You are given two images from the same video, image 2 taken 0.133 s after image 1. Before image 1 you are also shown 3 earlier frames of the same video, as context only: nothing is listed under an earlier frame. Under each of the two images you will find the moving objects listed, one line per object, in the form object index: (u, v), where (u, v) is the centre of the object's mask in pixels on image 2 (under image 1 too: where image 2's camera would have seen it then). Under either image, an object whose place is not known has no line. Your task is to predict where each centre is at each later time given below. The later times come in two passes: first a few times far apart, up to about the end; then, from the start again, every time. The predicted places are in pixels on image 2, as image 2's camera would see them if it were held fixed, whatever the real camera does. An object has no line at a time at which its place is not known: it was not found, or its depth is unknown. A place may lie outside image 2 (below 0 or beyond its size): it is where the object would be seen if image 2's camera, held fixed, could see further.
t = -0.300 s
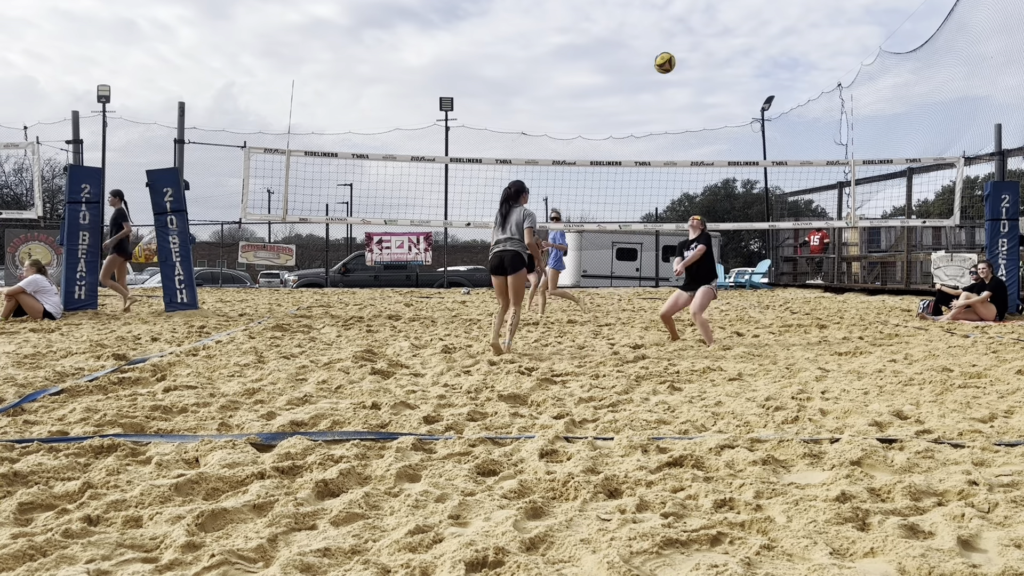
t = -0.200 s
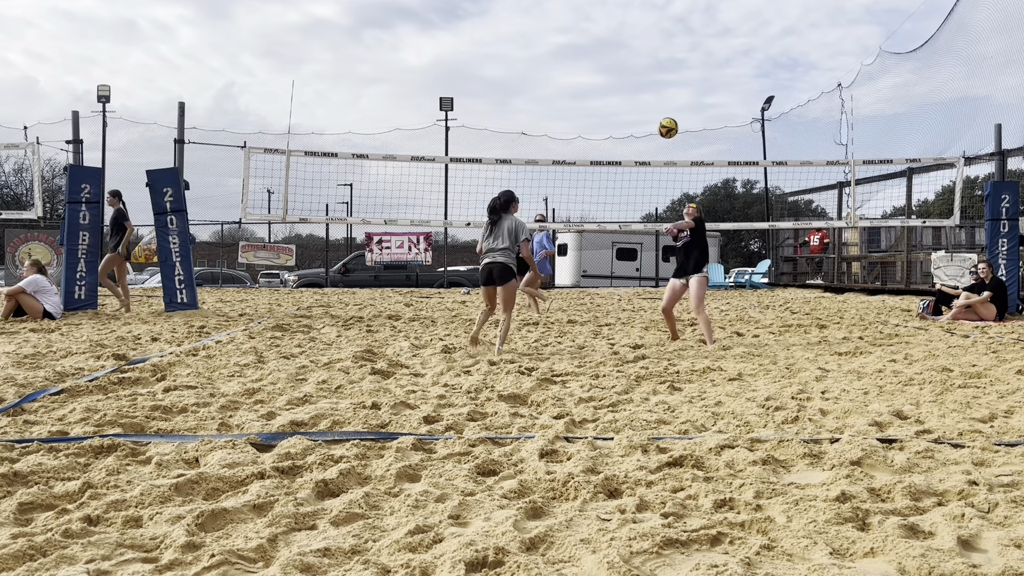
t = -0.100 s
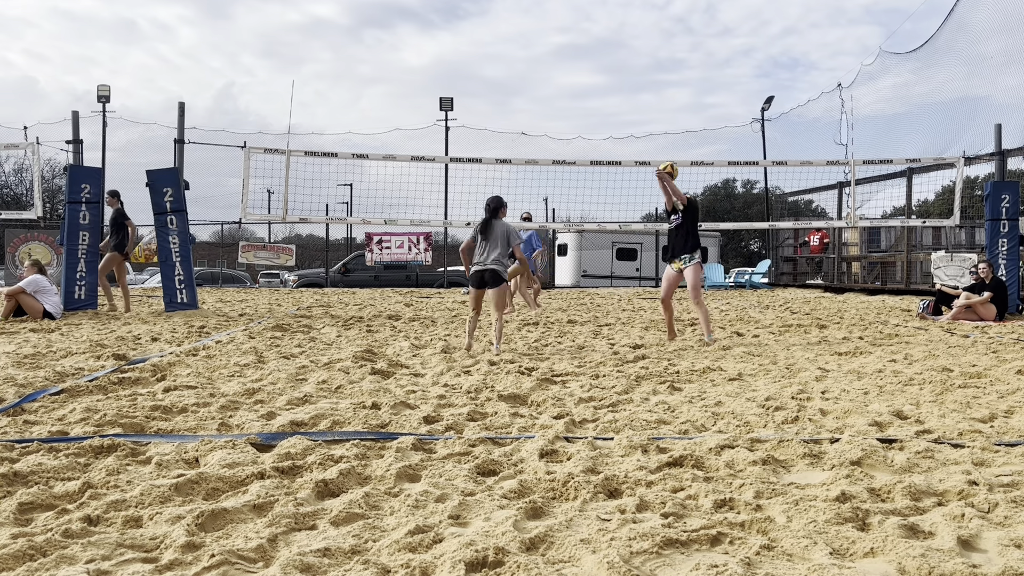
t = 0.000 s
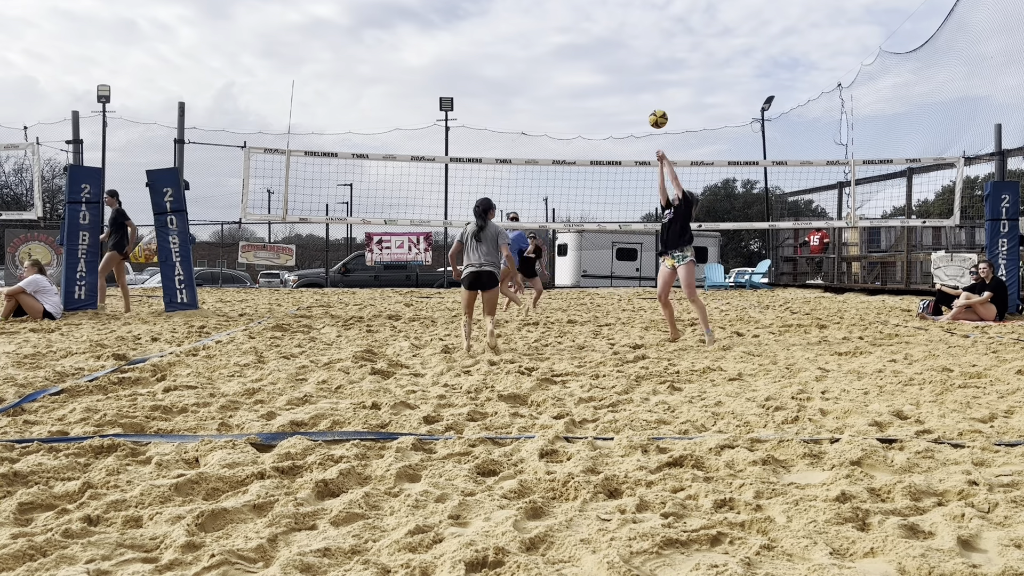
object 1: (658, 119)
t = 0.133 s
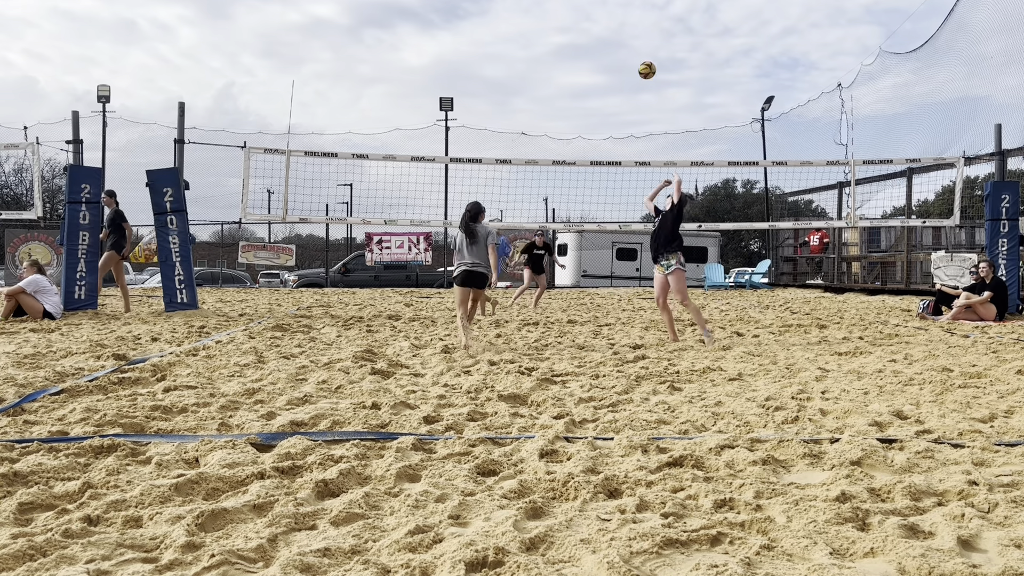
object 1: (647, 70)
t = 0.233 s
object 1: (640, 49)
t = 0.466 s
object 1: (627, 34)
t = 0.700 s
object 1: (616, 56)
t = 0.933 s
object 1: (607, 103)
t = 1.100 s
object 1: (602, 149)
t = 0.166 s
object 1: (644, 62)
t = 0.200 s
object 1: (642, 55)
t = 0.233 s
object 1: (640, 49)
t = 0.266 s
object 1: (638, 43)
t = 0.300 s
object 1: (636, 39)
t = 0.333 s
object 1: (634, 37)
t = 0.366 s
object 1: (632, 34)
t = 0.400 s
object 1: (630, 33)
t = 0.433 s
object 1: (628, 33)
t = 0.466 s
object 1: (627, 34)
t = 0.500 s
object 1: (625, 35)
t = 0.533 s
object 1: (623, 37)
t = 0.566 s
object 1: (622, 39)
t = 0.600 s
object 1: (620, 42)
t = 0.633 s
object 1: (619, 46)
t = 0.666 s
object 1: (617, 51)
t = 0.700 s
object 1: (616, 56)
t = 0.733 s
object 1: (614, 61)
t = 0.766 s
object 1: (613, 67)
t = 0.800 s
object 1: (612, 73)
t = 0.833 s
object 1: (611, 80)
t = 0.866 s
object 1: (609, 88)
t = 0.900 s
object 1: (609, 95)
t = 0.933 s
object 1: (607, 103)
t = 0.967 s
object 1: (606, 112)
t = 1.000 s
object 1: (605, 121)
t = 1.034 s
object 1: (604, 130)
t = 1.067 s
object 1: (603, 140)
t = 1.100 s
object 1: (602, 149)
